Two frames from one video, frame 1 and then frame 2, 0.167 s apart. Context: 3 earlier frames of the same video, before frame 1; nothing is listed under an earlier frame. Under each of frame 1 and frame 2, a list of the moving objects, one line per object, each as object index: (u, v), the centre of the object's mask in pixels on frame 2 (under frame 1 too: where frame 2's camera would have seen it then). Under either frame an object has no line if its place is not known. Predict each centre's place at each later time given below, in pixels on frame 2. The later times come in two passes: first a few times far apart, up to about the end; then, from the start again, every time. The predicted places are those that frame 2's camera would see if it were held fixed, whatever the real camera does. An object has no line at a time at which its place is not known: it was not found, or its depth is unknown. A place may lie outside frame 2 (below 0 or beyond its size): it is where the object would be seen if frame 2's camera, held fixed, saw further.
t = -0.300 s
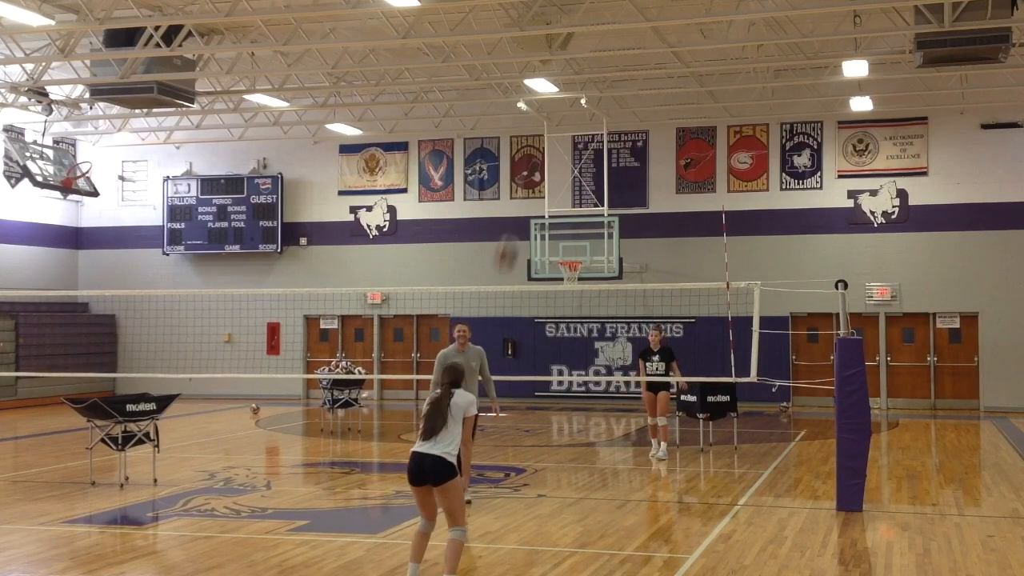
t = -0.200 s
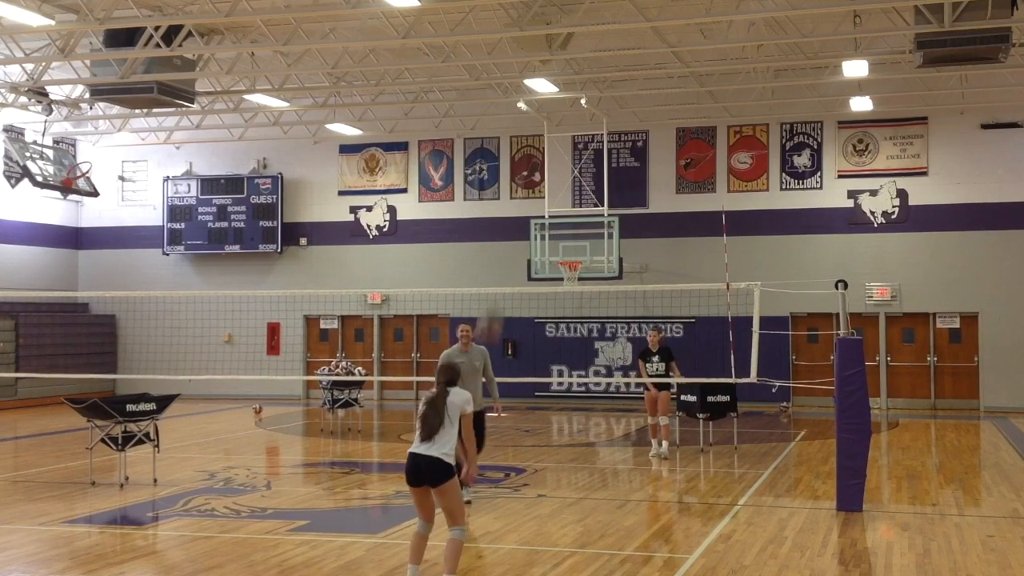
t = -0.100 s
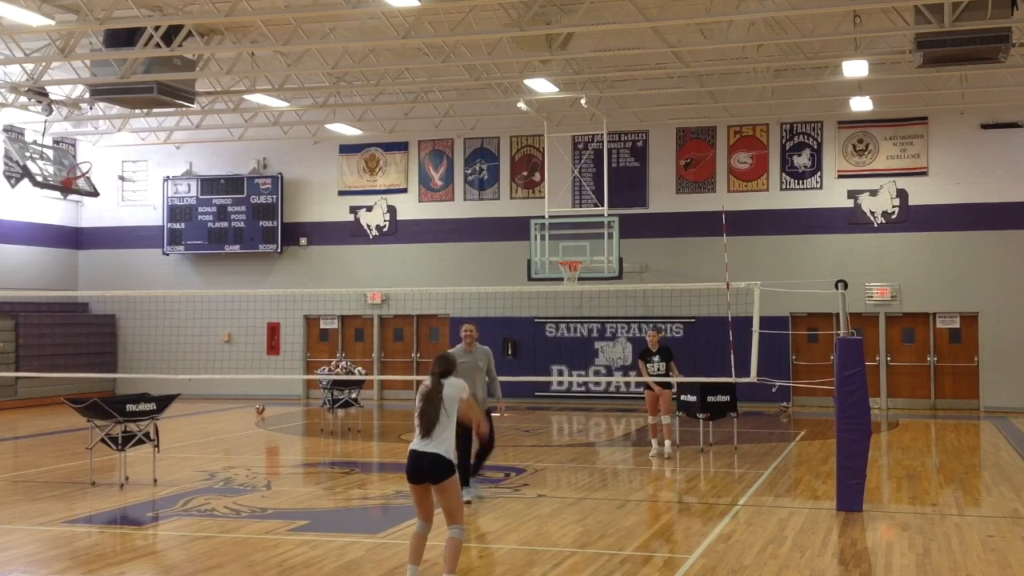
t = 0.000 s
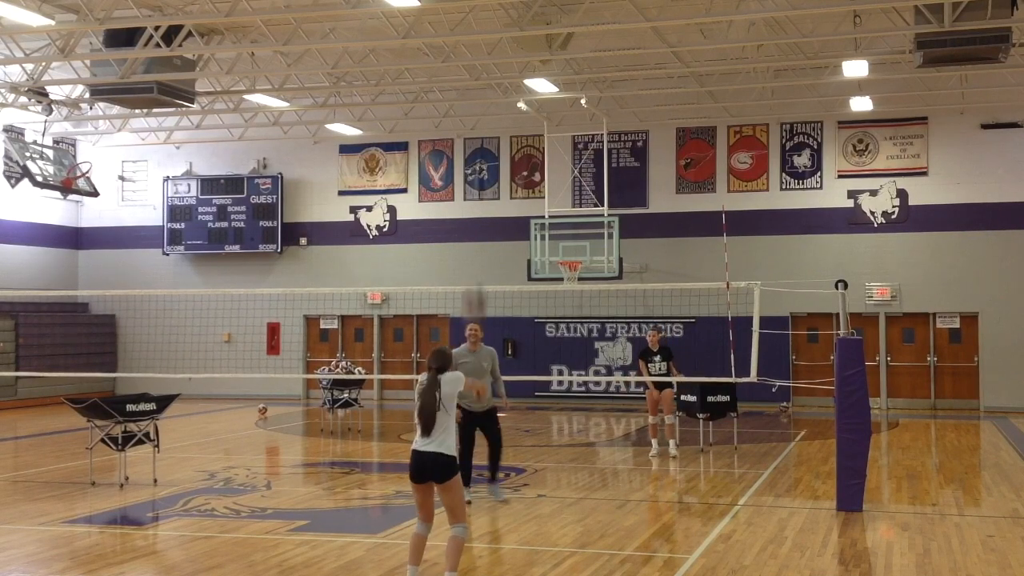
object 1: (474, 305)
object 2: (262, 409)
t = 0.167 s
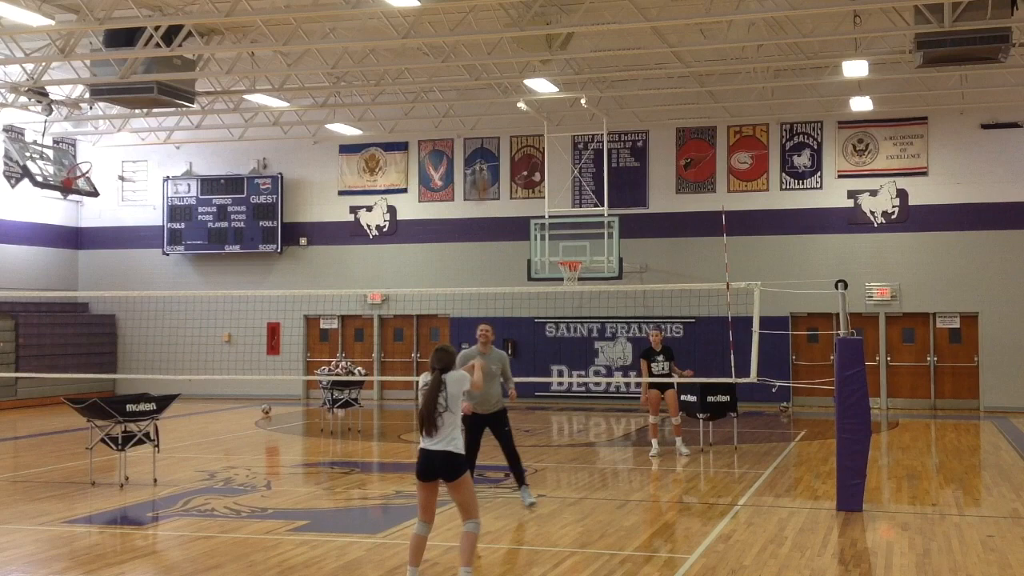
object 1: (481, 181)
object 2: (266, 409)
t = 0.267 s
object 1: (481, 135)
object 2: (268, 409)
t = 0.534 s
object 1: (486, 70)
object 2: (274, 410)
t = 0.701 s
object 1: (489, 71)
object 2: (277, 410)
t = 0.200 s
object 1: (481, 164)
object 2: (267, 409)
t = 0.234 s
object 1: (479, 152)
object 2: (267, 409)
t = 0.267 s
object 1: (481, 135)
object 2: (268, 409)
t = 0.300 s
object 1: (481, 120)
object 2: (269, 409)
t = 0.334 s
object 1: (482, 109)
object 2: (269, 409)
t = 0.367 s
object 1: (483, 100)
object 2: (270, 409)
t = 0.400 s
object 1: (483, 90)
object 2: (271, 409)
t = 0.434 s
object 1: (483, 83)
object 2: (272, 409)
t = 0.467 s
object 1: (485, 77)
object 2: (272, 409)
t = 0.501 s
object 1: (486, 73)
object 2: (273, 409)
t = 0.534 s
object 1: (486, 70)
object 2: (274, 410)
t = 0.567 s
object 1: (487, 68)
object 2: (275, 410)
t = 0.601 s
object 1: (487, 67)
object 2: (275, 410)
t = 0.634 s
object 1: (488, 67)
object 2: (276, 410)
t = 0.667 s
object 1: (488, 69)
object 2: (277, 410)
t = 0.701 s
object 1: (489, 71)
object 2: (277, 410)
